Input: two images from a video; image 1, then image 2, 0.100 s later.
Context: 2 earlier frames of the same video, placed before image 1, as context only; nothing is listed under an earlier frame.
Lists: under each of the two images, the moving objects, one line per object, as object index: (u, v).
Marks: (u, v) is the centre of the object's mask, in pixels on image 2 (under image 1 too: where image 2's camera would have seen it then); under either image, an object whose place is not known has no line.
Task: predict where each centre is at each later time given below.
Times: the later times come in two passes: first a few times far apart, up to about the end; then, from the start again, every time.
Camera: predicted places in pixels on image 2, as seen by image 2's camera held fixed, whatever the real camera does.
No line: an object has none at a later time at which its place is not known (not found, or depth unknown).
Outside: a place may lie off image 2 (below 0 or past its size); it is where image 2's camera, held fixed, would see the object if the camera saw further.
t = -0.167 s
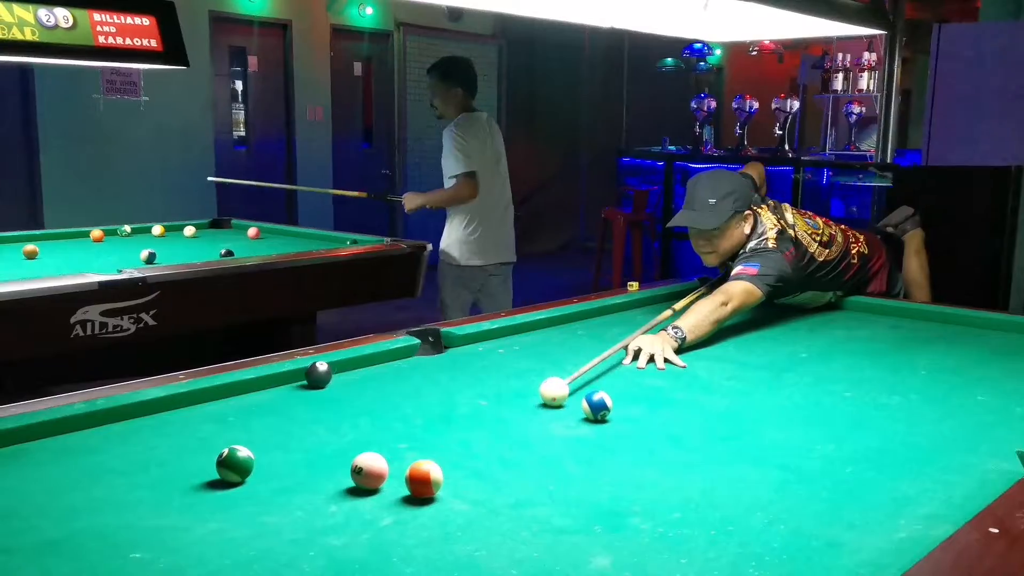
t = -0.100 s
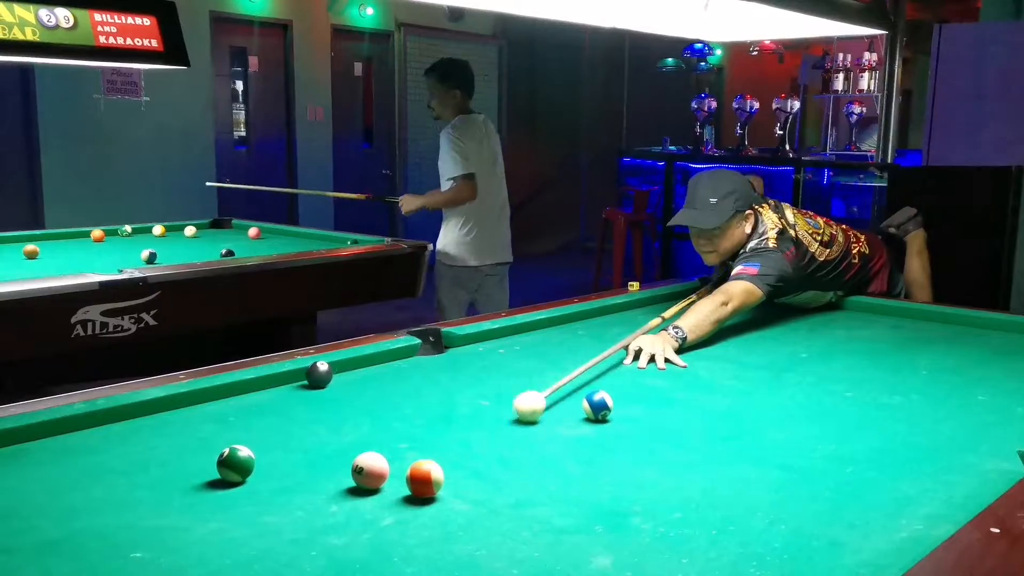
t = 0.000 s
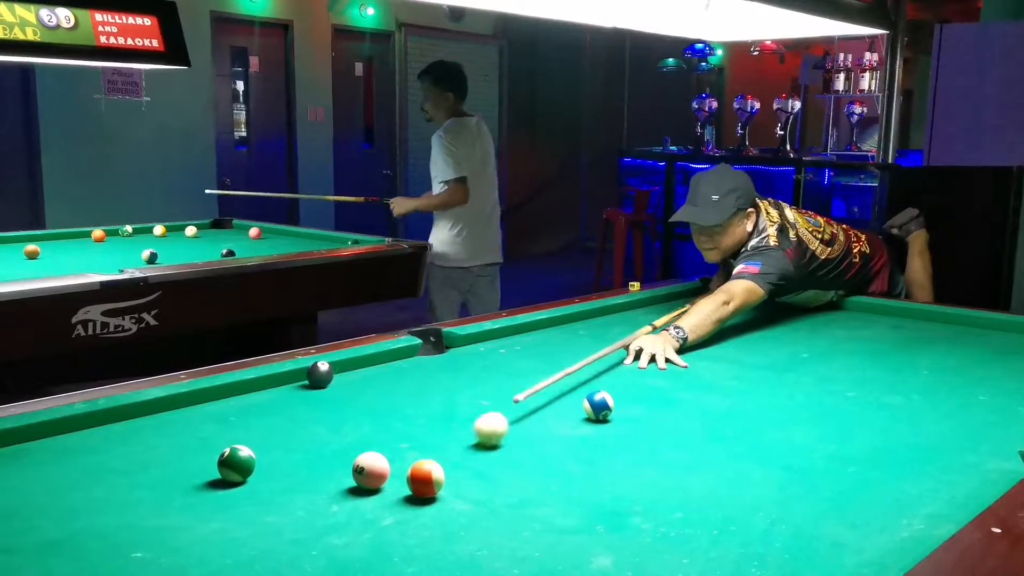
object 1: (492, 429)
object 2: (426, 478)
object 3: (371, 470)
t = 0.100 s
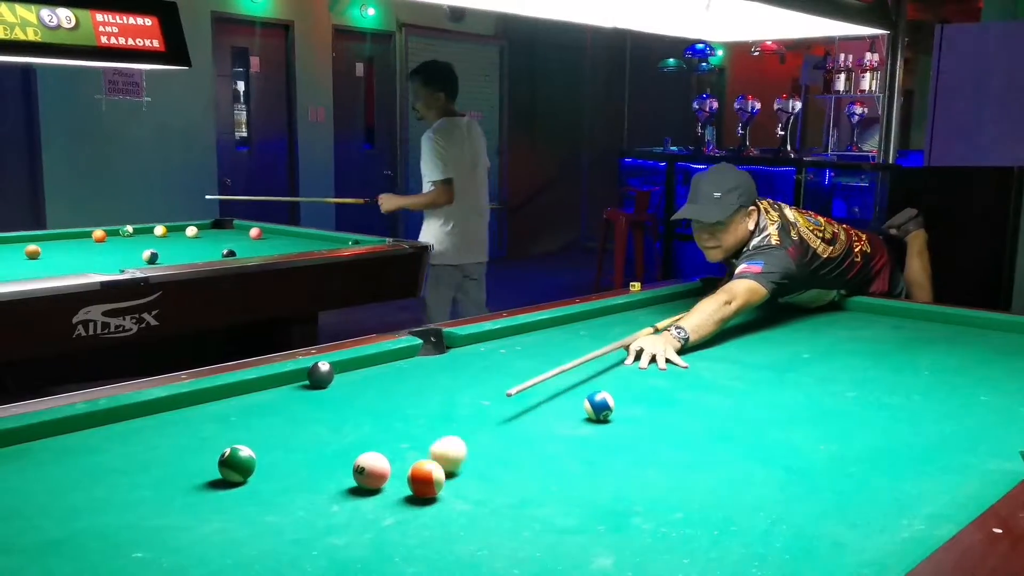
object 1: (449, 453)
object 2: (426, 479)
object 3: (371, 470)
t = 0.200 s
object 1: (407, 465)
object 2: (420, 497)
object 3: (367, 470)
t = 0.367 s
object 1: (393, 471)
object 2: (406, 541)
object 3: (320, 476)
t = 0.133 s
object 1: (434, 456)
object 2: (425, 479)
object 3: (371, 470)
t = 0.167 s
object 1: (416, 461)
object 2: (423, 487)
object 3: (371, 470)
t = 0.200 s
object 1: (407, 465)
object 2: (420, 497)
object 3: (367, 470)
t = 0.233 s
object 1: (407, 467)
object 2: (417, 506)
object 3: (356, 472)
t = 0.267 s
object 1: (404, 467)
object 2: (414, 515)
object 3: (346, 473)
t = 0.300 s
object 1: (400, 468)
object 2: (412, 523)
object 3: (337, 474)
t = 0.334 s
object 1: (397, 469)
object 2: (409, 532)
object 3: (329, 475)
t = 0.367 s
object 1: (393, 471)
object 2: (406, 541)
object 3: (320, 476)
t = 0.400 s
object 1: (390, 472)
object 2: (402, 549)
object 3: (311, 477)
